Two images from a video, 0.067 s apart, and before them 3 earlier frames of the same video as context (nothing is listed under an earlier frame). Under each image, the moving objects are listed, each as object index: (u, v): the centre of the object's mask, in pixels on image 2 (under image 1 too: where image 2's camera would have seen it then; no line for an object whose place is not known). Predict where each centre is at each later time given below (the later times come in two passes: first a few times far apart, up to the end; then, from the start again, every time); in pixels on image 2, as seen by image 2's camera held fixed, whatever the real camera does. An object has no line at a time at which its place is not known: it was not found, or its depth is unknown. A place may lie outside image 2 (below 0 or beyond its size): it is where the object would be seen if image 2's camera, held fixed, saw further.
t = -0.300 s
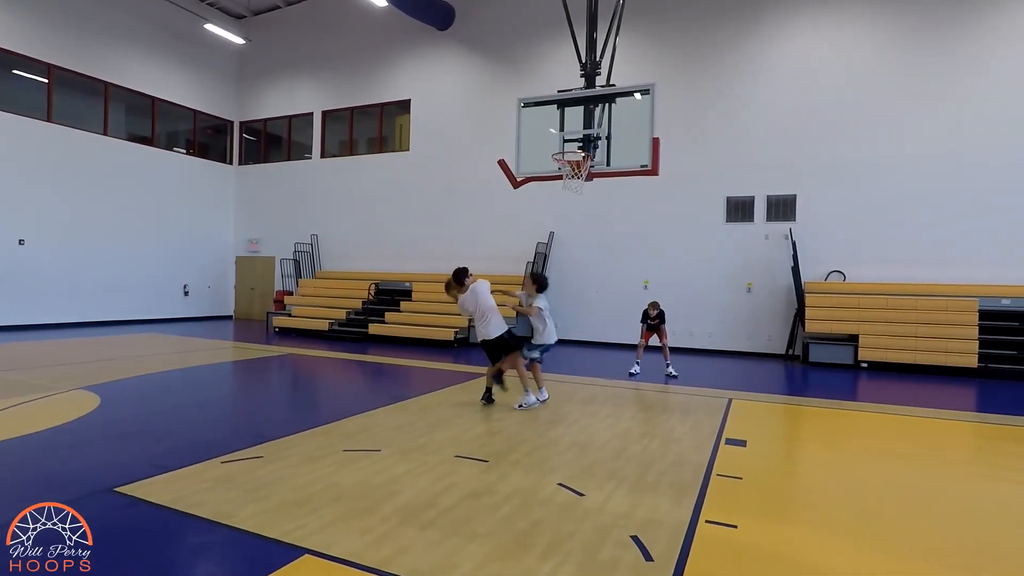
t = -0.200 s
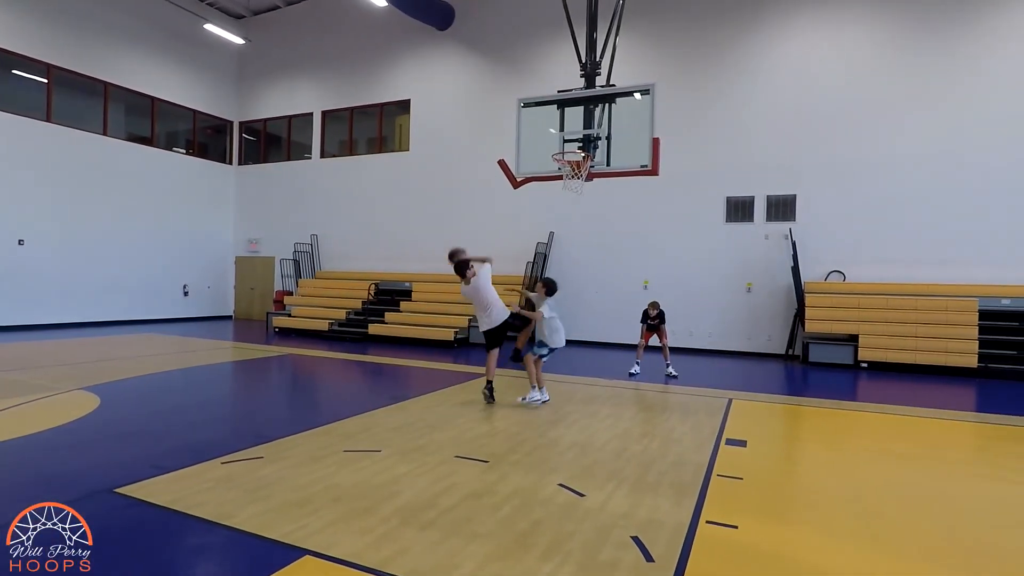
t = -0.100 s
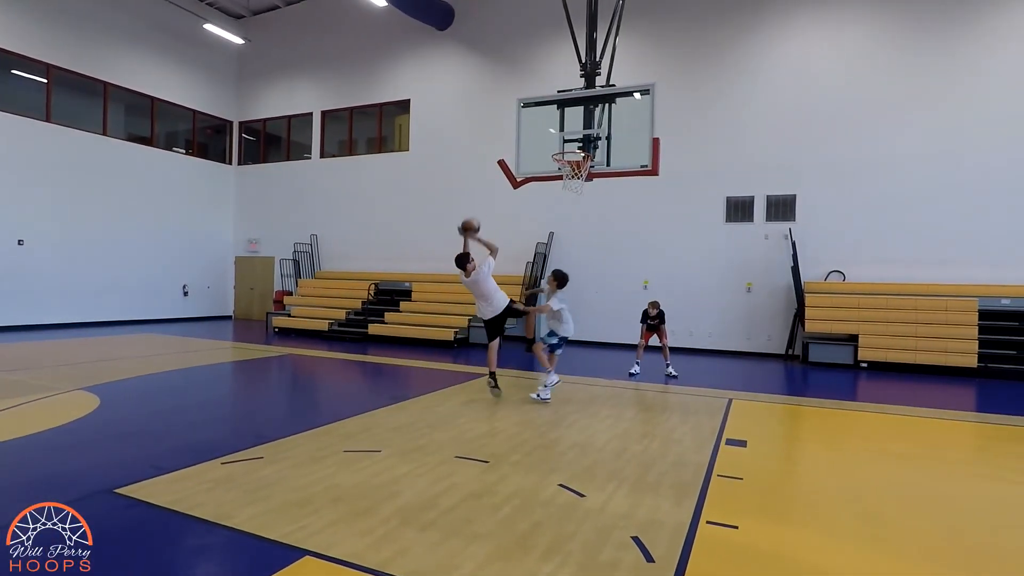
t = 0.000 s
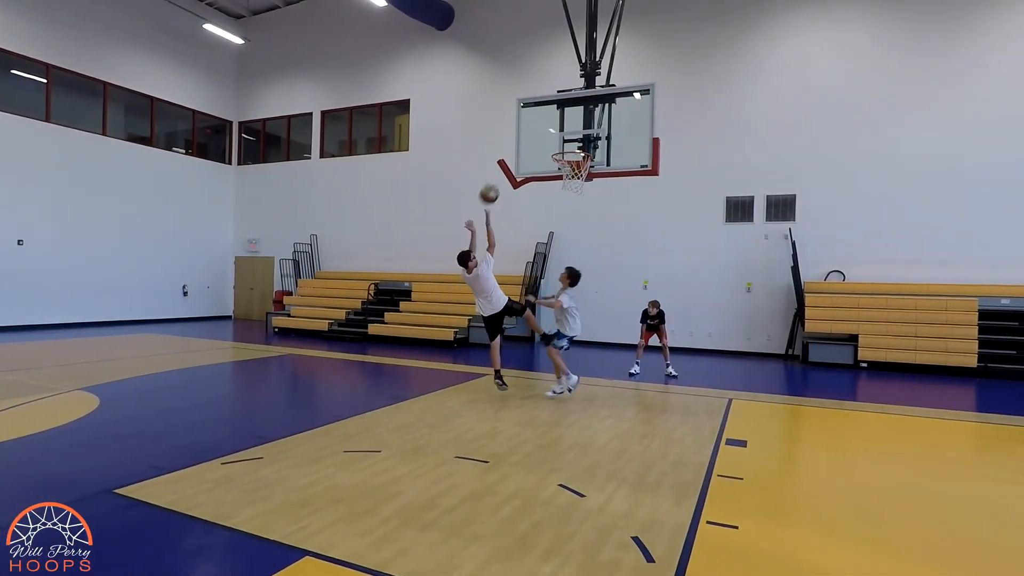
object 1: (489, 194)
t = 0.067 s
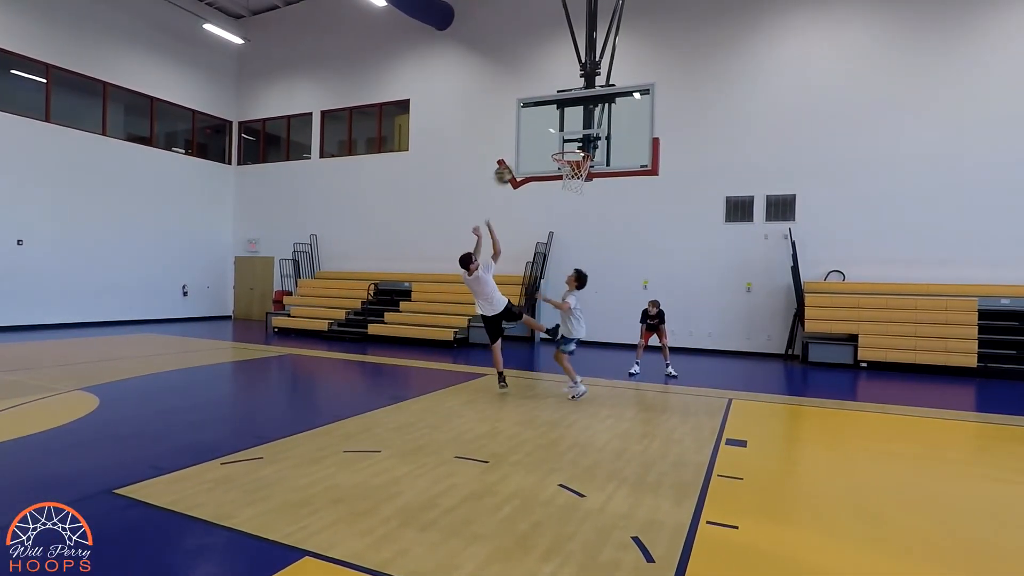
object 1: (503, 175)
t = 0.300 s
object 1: (554, 134)
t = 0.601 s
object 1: (572, 153)
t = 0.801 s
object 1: (566, 191)
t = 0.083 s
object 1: (507, 170)
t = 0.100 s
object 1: (511, 166)
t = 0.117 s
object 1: (515, 162)
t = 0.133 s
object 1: (518, 158)
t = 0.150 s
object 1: (522, 155)
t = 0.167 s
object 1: (526, 152)
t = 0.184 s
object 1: (529, 149)
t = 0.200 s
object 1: (533, 146)
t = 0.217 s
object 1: (536, 144)
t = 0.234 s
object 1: (541, 139)
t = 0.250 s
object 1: (544, 138)
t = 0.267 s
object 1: (547, 137)
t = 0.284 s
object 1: (550, 135)
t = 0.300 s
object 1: (554, 134)
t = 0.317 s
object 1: (557, 133)
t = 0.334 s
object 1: (558, 132)
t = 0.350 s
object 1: (559, 132)
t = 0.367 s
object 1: (560, 132)
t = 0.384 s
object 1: (561, 132)
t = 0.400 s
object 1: (562, 132)
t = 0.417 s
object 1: (563, 132)
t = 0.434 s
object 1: (564, 133)
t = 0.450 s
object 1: (565, 134)
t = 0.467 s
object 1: (565, 135)
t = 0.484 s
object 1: (567, 137)
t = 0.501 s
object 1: (568, 139)
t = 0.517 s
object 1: (569, 140)
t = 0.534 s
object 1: (570, 142)
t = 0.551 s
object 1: (571, 144)
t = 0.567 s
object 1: (572, 145)
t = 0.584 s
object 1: (572, 148)
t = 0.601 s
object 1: (572, 153)
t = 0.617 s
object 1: (571, 154)
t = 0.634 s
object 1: (570, 156)
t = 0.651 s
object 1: (569, 159)
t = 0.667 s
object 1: (569, 162)
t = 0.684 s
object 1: (567, 168)
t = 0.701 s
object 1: (566, 172)
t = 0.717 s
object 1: (567, 175)
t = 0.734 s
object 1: (567, 179)
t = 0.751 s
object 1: (567, 179)
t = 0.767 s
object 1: (568, 179)
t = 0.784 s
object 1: (566, 190)
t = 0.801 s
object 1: (566, 191)
